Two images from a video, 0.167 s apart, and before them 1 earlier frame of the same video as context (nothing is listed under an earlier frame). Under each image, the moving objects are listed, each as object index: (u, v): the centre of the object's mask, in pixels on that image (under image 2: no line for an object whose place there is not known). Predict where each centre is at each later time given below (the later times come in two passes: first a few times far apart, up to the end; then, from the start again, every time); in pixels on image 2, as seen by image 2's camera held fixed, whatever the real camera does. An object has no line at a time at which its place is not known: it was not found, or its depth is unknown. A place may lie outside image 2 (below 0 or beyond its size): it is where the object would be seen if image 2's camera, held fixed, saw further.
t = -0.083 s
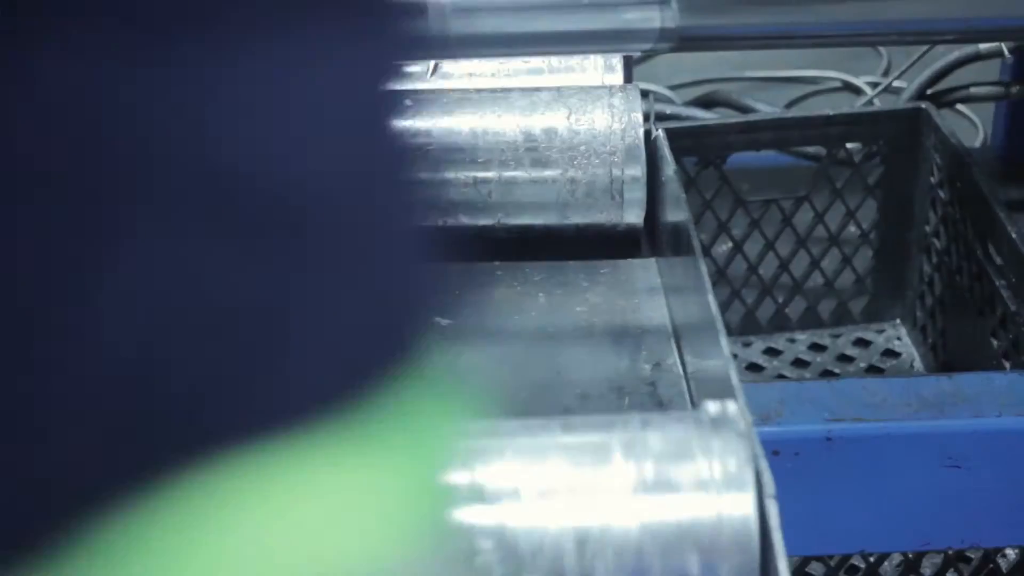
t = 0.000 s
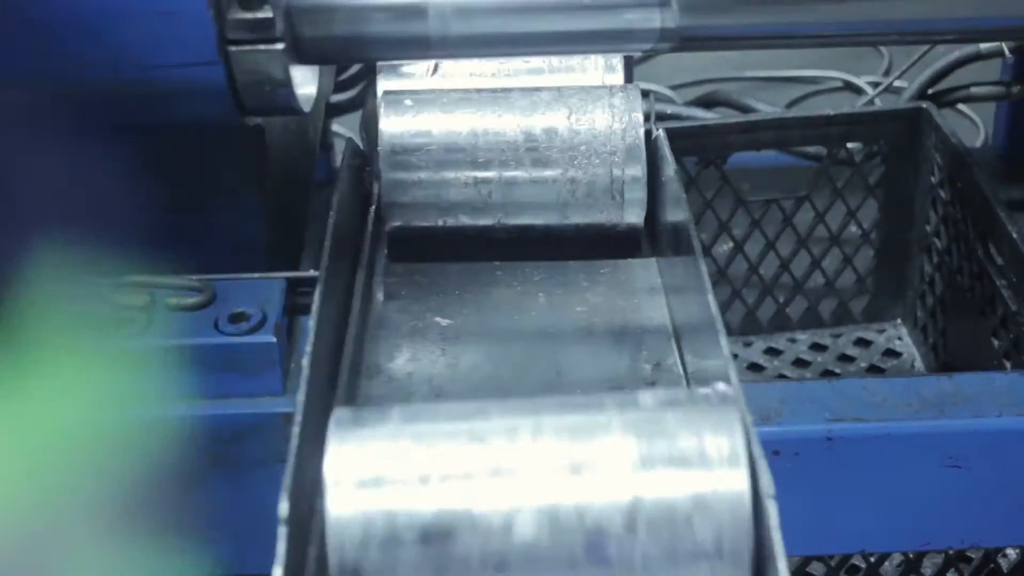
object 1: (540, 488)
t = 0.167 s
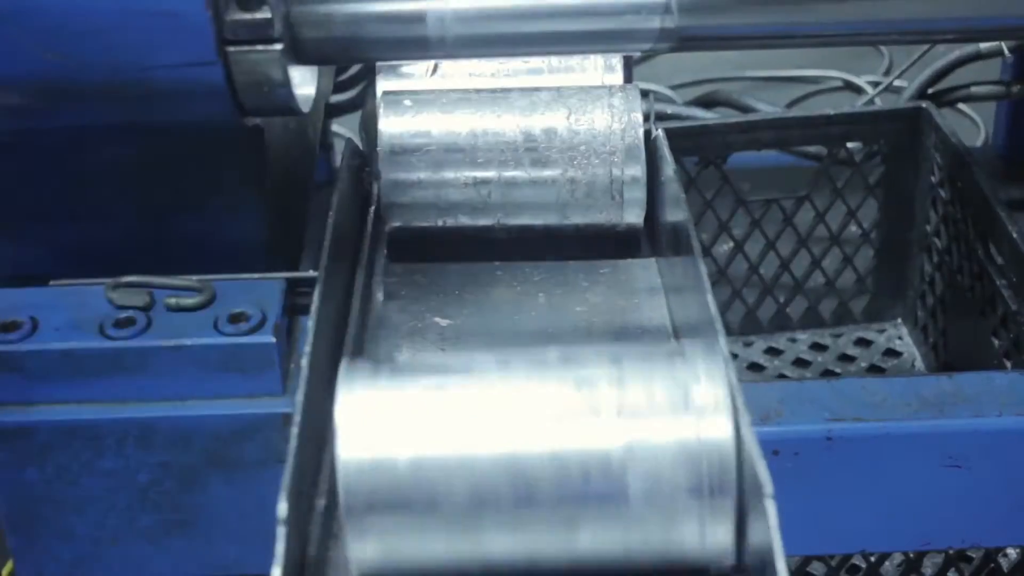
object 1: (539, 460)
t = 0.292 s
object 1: (534, 405)
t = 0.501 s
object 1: (524, 304)
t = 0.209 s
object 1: (536, 444)
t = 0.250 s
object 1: (535, 424)
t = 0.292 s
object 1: (534, 405)
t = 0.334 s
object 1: (533, 378)
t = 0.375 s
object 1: (530, 366)
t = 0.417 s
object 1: (530, 347)
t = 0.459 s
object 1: (527, 326)
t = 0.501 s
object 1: (524, 304)
